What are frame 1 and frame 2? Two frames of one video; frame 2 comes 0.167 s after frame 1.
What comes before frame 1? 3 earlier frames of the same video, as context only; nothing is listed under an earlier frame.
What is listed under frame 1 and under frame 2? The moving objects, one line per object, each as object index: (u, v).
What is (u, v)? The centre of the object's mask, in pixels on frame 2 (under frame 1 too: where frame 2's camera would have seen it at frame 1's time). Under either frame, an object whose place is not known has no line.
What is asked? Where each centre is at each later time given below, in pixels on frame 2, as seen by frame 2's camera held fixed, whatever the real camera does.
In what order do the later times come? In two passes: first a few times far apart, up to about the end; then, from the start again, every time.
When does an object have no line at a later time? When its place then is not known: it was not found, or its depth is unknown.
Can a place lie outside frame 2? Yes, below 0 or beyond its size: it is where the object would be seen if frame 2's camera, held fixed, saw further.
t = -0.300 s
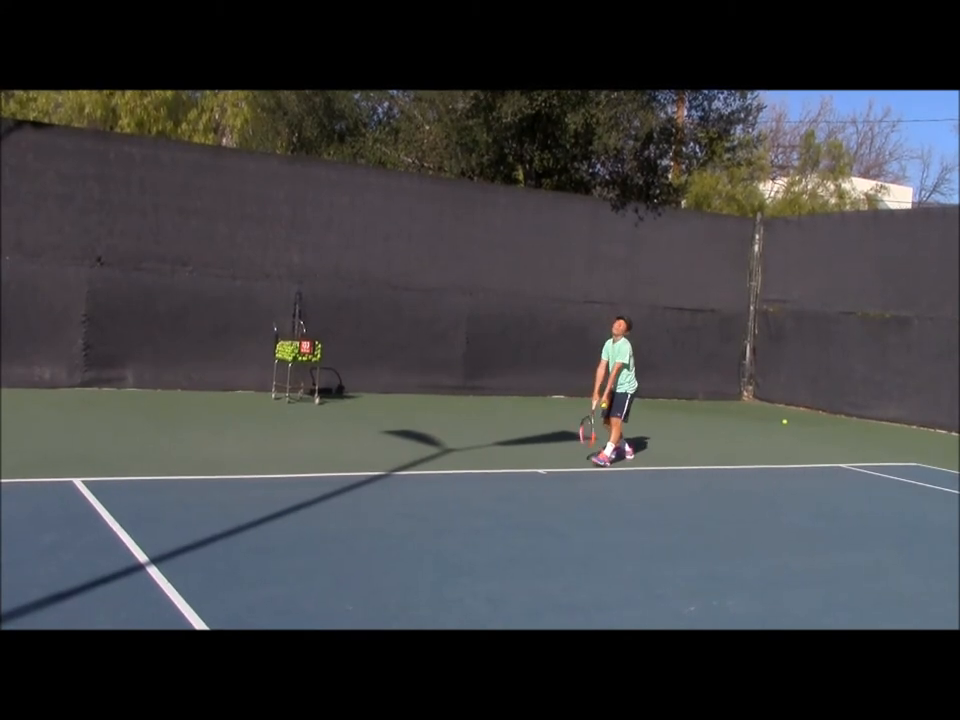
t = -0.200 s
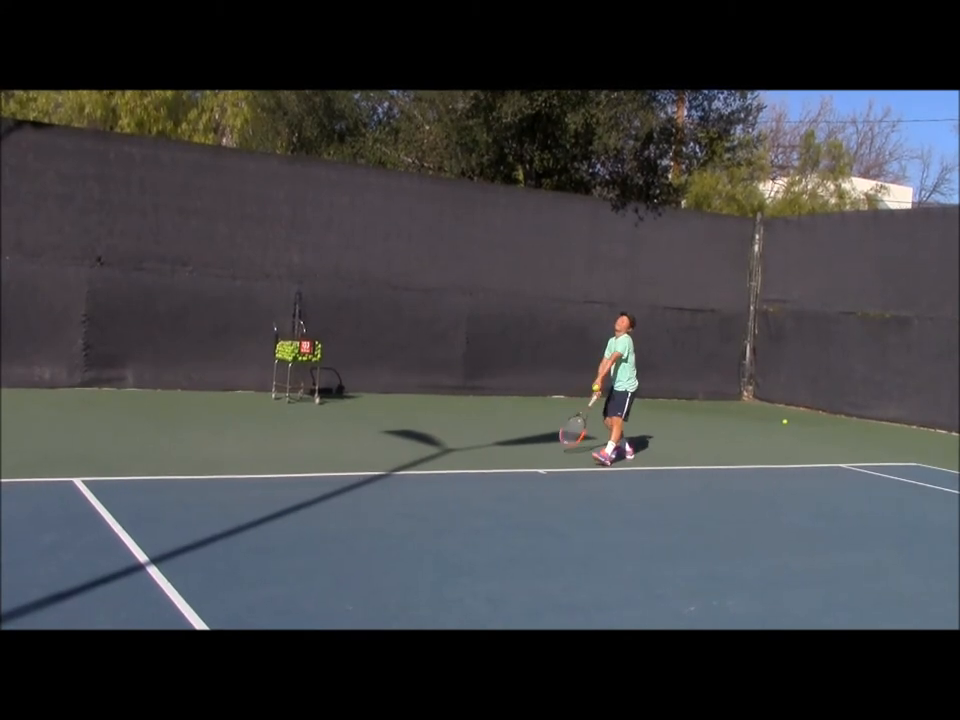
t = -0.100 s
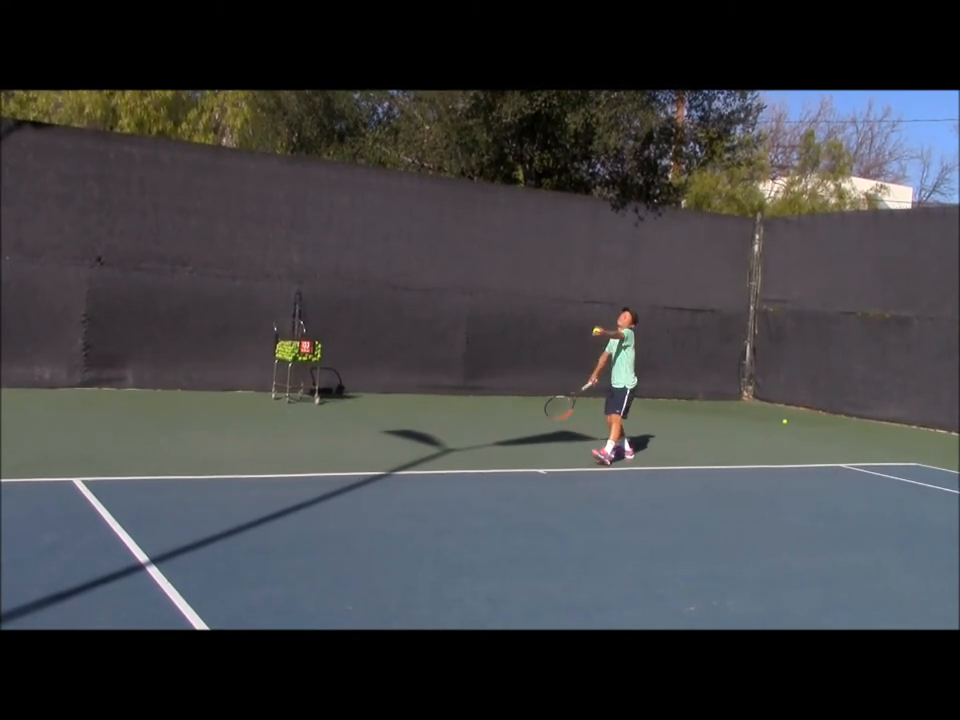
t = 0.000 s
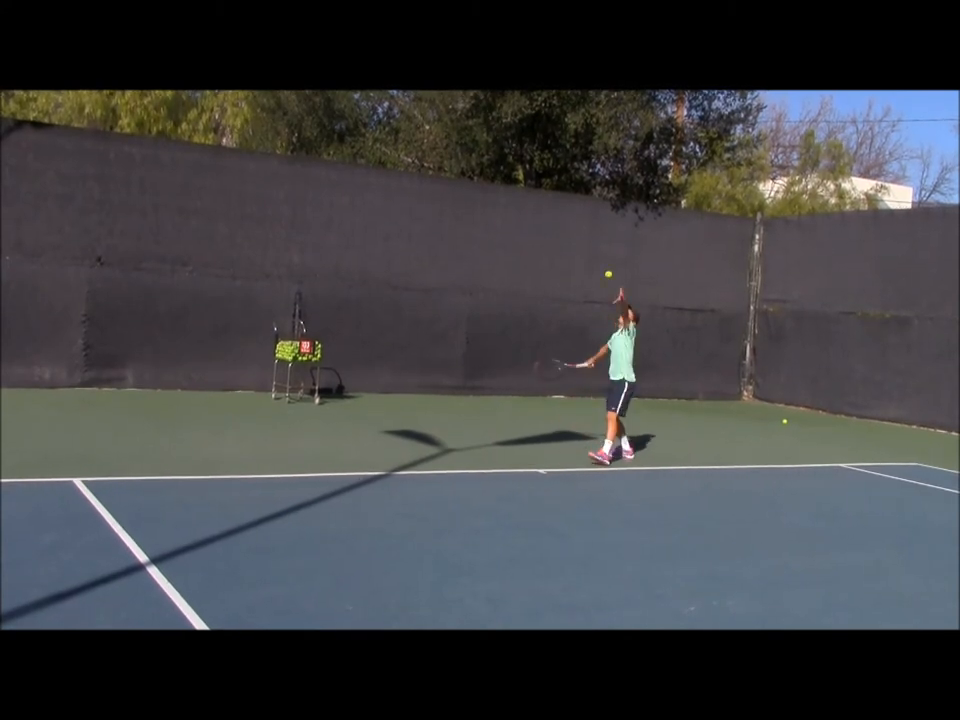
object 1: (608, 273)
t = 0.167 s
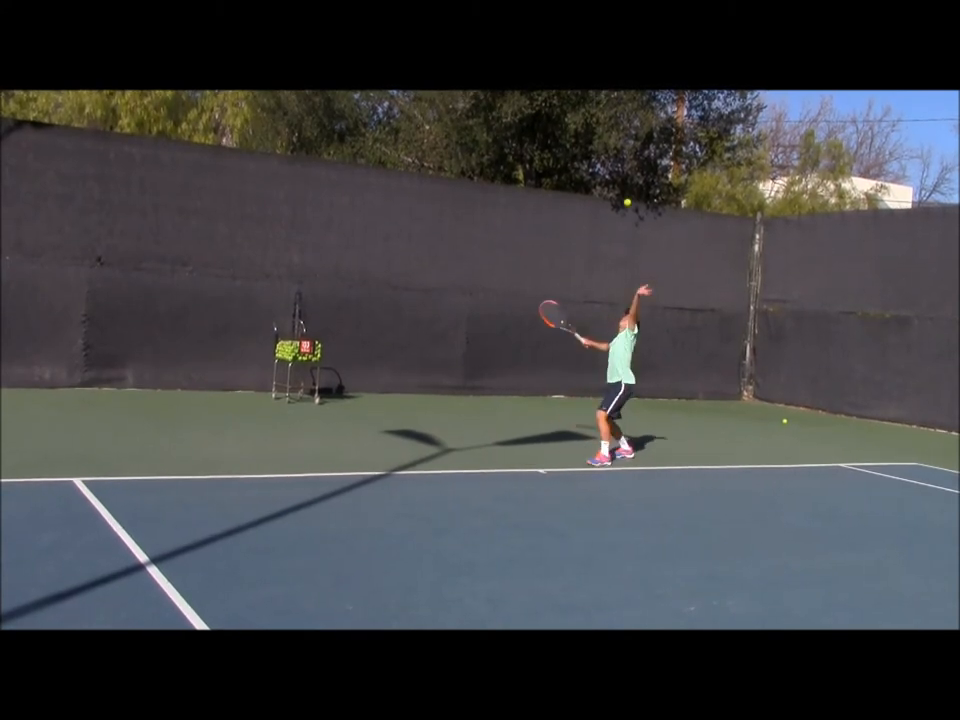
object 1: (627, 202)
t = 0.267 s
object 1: (637, 172)
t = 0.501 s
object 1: (658, 142)
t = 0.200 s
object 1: (630, 191)
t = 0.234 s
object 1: (634, 181)
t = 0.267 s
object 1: (637, 172)
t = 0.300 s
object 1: (640, 164)
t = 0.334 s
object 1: (644, 158)
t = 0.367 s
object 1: (646, 153)
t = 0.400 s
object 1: (650, 148)
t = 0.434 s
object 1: (652, 146)
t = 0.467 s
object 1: (655, 144)
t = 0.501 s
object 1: (658, 142)
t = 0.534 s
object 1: (660, 143)
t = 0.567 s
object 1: (663, 144)
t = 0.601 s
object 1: (665, 146)
